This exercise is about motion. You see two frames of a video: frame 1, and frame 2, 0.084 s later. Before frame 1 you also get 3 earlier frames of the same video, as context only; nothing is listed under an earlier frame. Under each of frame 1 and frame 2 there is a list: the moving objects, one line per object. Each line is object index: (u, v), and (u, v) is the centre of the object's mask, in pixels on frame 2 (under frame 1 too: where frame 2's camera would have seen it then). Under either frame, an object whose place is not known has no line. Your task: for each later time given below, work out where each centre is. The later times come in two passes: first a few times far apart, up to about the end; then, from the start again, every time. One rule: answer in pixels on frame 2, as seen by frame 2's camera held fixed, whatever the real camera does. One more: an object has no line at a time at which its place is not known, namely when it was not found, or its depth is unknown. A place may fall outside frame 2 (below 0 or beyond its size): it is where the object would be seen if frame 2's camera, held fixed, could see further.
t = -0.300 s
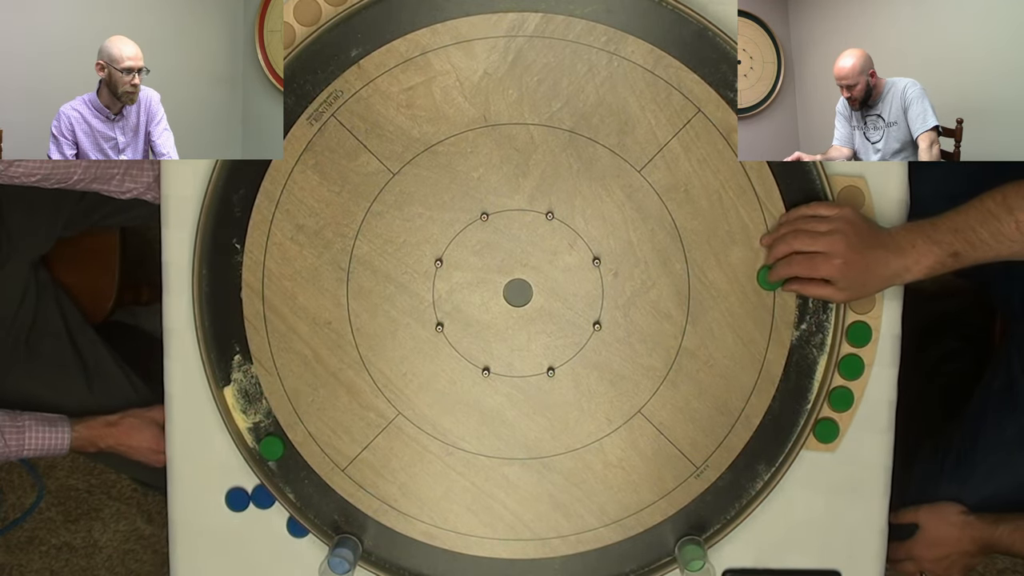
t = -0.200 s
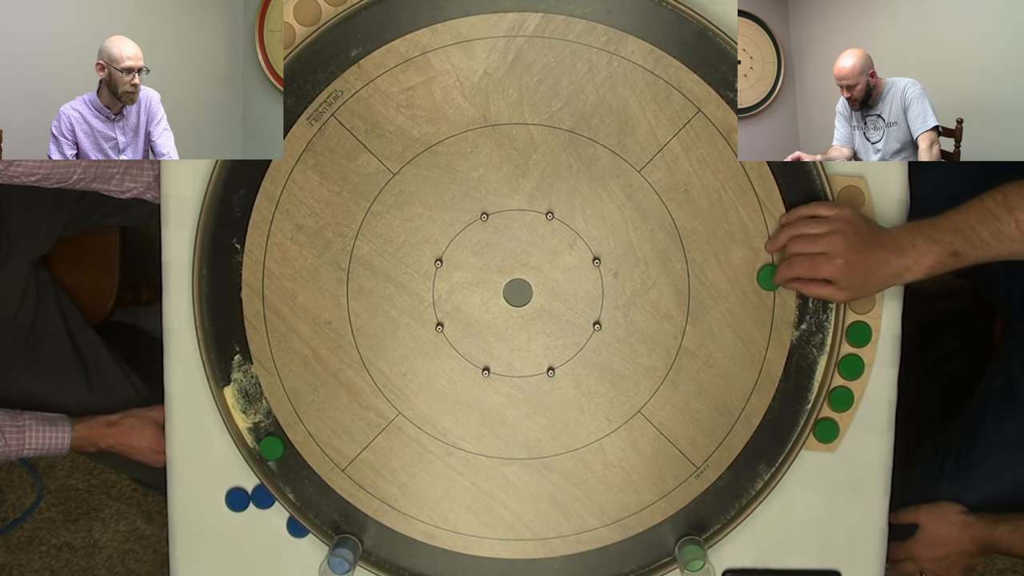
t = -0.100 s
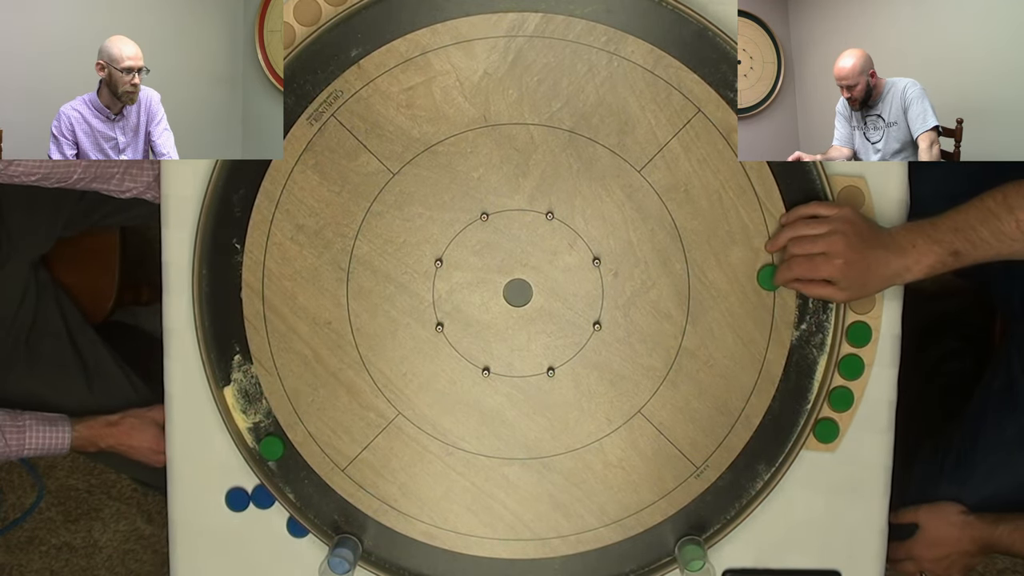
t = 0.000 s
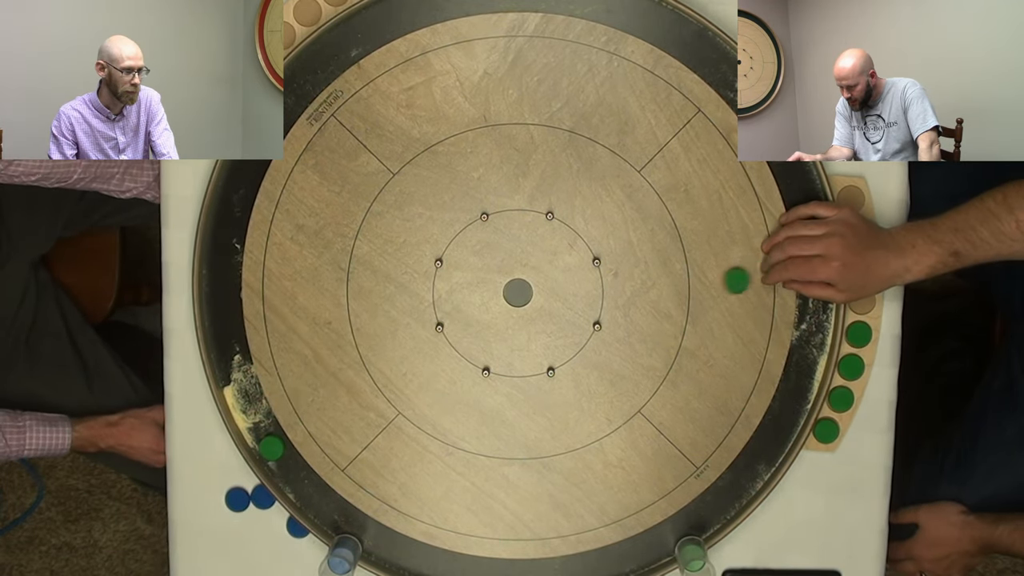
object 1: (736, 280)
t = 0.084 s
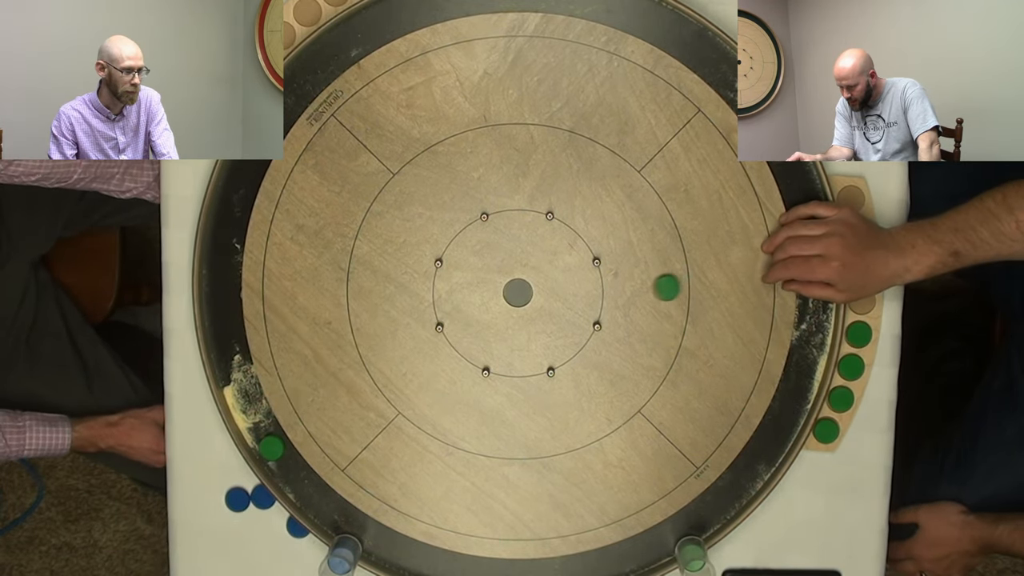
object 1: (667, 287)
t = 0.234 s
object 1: (557, 297)
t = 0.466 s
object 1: (460, 295)
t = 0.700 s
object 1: (431, 291)
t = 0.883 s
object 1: (431, 291)
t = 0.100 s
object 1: (653, 288)
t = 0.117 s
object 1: (640, 290)
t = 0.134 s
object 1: (627, 291)
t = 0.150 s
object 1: (615, 292)
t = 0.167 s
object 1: (602, 293)
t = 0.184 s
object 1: (591, 294)
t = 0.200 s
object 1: (579, 295)
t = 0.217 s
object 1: (568, 296)
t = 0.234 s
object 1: (557, 297)
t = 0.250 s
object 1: (547, 298)
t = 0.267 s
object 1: (536, 299)
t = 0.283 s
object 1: (526, 299)
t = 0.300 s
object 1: (517, 300)
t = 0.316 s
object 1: (509, 300)
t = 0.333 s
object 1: (502, 300)
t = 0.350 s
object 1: (495, 300)
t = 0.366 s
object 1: (489, 299)
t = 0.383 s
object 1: (484, 299)
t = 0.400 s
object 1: (478, 298)
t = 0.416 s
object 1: (473, 298)
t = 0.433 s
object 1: (468, 297)
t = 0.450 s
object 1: (464, 296)
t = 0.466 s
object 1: (460, 295)
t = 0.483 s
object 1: (456, 295)
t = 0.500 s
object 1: (452, 294)
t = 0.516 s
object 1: (449, 294)
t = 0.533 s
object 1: (445, 293)
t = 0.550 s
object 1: (443, 293)
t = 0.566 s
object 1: (440, 292)
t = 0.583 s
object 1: (438, 292)
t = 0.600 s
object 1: (436, 292)
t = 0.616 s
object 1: (434, 291)
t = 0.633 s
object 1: (433, 291)
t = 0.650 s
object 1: (432, 291)
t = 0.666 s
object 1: (431, 291)
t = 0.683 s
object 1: (431, 291)
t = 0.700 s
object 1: (431, 291)
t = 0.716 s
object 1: (431, 291)
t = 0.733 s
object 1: (431, 291)
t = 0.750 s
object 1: (431, 291)
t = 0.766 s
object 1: (431, 291)
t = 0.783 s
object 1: (431, 291)
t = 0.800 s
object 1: (431, 291)
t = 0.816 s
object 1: (431, 291)
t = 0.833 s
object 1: (431, 291)
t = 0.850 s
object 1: (431, 291)
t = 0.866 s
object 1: (431, 291)
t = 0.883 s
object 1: (431, 291)
